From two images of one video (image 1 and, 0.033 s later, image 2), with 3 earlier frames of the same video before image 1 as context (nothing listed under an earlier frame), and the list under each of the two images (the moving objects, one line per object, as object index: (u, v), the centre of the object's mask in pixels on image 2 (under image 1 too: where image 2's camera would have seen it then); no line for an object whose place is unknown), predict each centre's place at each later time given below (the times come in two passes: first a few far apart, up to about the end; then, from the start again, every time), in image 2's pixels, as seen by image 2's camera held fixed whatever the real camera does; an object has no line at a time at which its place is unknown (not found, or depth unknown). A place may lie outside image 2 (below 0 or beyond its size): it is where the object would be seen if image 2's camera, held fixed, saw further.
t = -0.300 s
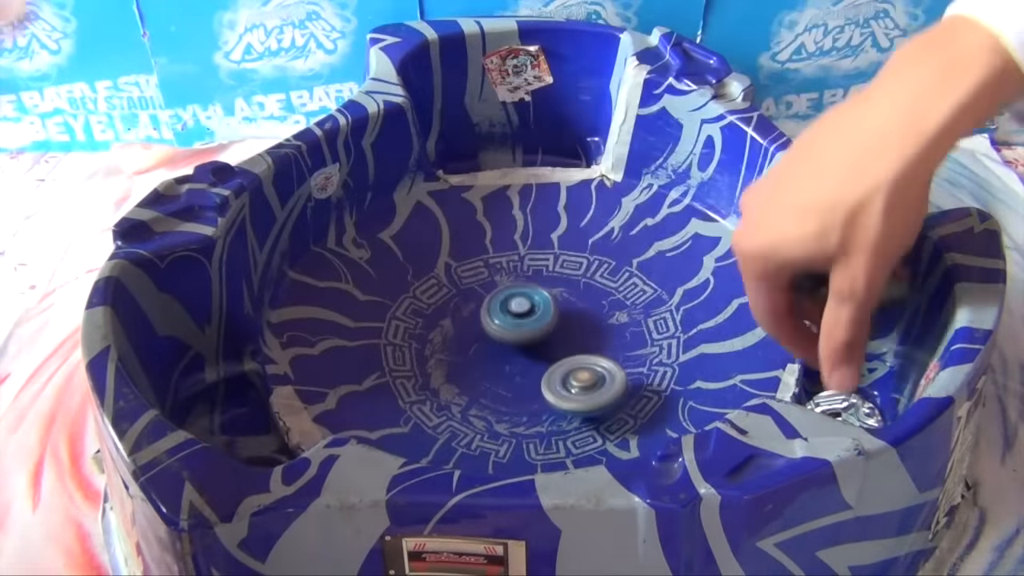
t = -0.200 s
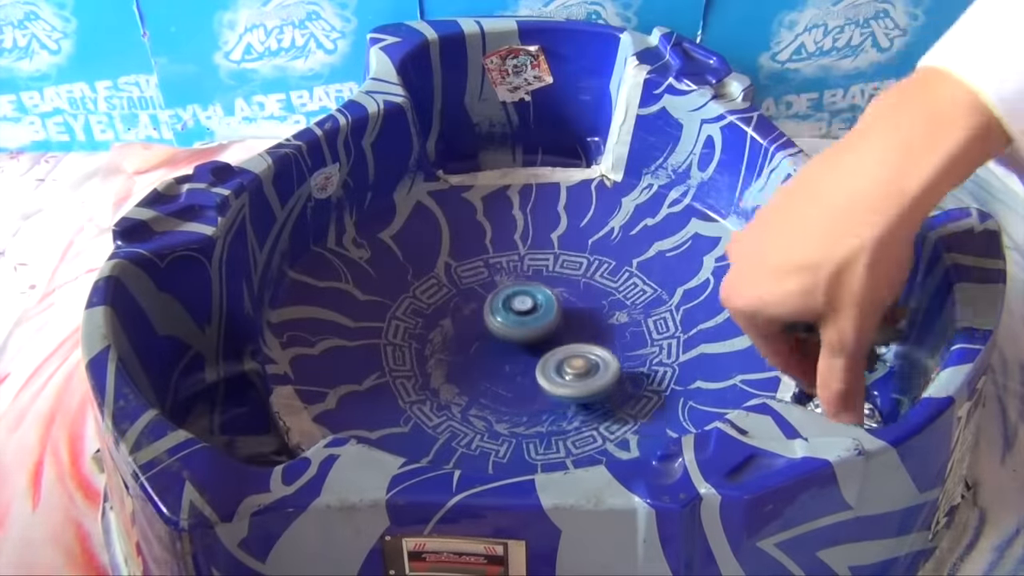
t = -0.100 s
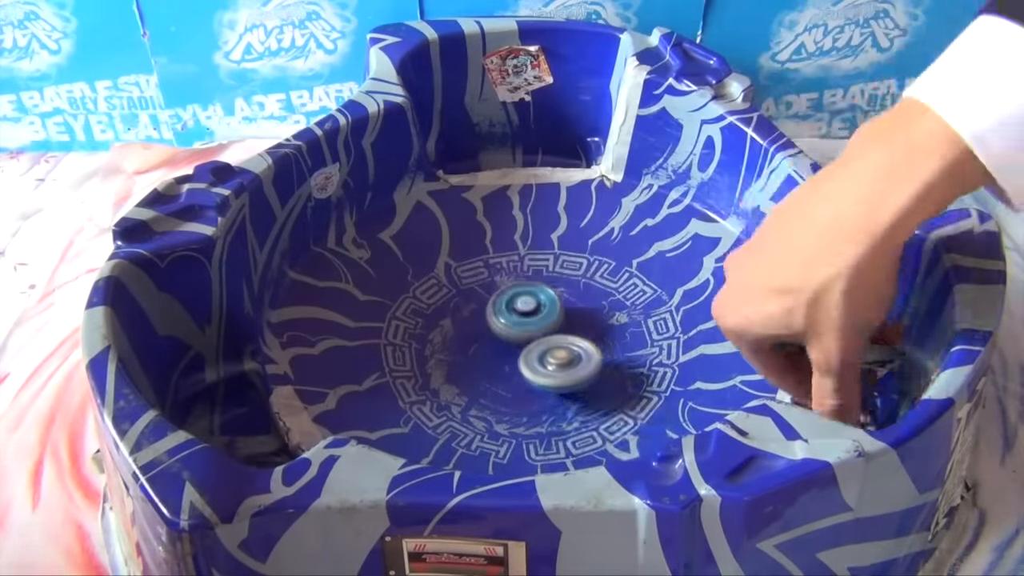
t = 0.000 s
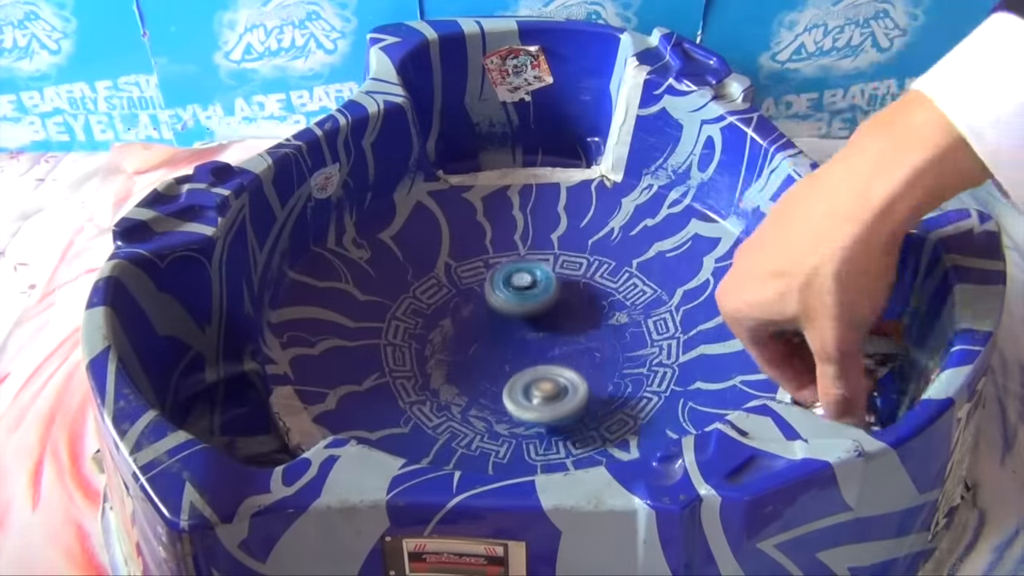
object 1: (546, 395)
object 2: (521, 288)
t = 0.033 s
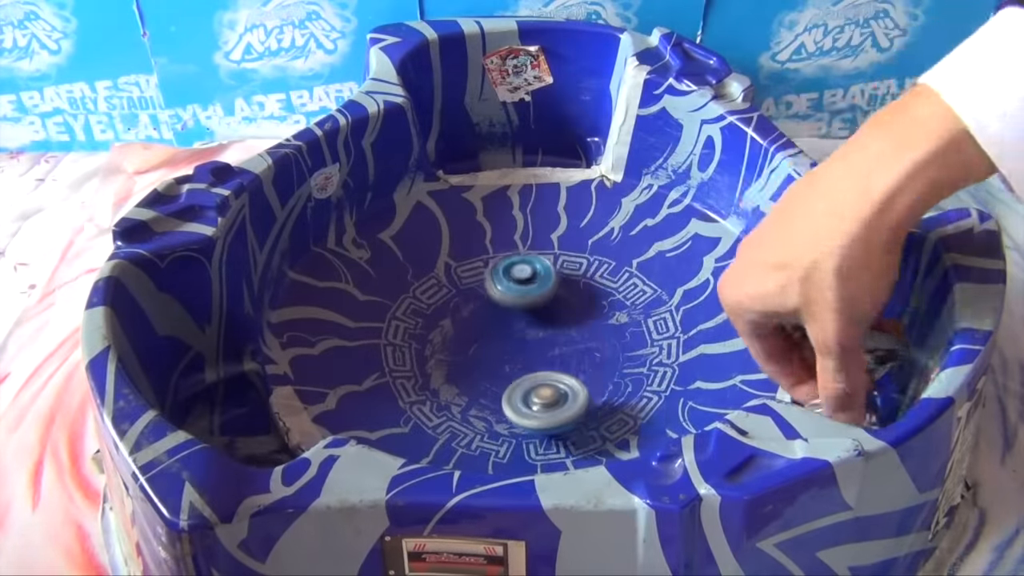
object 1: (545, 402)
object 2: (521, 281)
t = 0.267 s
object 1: (569, 390)
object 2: (509, 284)
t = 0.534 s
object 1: (509, 355)
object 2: (514, 291)
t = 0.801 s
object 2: (535, 290)
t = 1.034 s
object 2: (533, 298)
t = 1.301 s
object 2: (527, 299)
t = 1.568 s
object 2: (537, 273)
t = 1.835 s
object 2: (555, 263)
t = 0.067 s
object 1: (548, 404)
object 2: (520, 277)
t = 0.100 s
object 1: (551, 405)
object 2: (519, 277)
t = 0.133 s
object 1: (556, 404)
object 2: (516, 278)
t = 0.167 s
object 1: (562, 403)
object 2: (514, 280)
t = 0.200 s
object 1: (566, 400)
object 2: (512, 281)
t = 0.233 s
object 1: (568, 396)
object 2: (510, 282)
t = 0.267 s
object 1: (569, 390)
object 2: (509, 284)
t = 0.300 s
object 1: (566, 385)
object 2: (508, 284)
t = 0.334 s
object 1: (563, 379)
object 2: (509, 285)
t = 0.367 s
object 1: (557, 373)
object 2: (510, 286)
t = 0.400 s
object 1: (549, 368)
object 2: (511, 287)
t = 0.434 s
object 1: (540, 365)
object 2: (512, 288)
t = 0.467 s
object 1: (529, 362)
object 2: (513, 289)
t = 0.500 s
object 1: (519, 358)
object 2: (514, 290)
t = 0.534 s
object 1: (509, 355)
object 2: (514, 291)
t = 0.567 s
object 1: (500, 351)
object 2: (514, 292)
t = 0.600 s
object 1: (490, 348)
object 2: (516, 293)
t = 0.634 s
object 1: (481, 344)
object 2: (516, 295)
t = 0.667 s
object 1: (472, 340)
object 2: (517, 296)
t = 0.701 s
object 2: (520, 295)
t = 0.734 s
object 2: (527, 291)
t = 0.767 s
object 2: (532, 290)
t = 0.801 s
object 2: (535, 290)
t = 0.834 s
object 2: (535, 292)
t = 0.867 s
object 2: (535, 293)
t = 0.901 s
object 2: (535, 294)
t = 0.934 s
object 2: (534, 295)
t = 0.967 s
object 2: (534, 296)
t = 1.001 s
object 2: (534, 297)
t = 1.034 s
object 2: (533, 298)
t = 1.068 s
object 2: (532, 299)
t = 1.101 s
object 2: (531, 300)
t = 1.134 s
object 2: (530, 301)
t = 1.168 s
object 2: (529, 302)
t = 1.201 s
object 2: (527, 302)
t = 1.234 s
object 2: (526, 303)
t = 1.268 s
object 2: (526, 300)
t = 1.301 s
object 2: (527, 299)
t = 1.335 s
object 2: (527, 297)
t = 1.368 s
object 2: (531, 289)
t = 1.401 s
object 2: (538, 281)
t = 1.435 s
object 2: (541, 276)
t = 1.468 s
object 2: (542, 274)
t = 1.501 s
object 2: (540, 273)
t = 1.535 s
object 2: (539, 273)
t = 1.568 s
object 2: (537, 273)
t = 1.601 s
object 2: (536, 272)
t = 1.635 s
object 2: (534, 272)
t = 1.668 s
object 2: (533, 273)
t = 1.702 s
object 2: (532, 273)
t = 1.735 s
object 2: (530, 274)
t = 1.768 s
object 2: (530, 274)
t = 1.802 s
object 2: (536, 271)
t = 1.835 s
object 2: (555, 263)
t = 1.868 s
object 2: (572, 259)
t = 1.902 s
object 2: (584, 259)
